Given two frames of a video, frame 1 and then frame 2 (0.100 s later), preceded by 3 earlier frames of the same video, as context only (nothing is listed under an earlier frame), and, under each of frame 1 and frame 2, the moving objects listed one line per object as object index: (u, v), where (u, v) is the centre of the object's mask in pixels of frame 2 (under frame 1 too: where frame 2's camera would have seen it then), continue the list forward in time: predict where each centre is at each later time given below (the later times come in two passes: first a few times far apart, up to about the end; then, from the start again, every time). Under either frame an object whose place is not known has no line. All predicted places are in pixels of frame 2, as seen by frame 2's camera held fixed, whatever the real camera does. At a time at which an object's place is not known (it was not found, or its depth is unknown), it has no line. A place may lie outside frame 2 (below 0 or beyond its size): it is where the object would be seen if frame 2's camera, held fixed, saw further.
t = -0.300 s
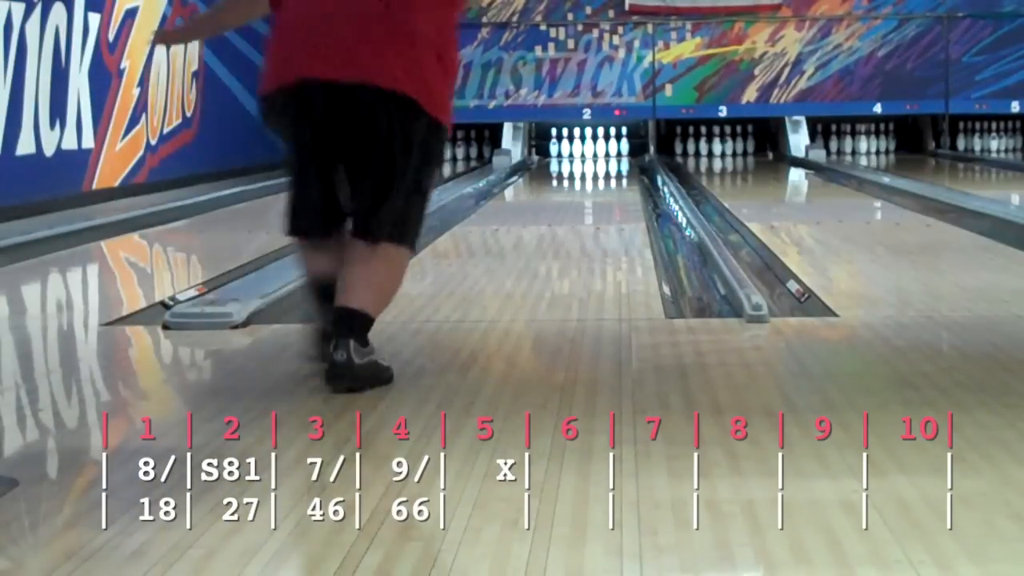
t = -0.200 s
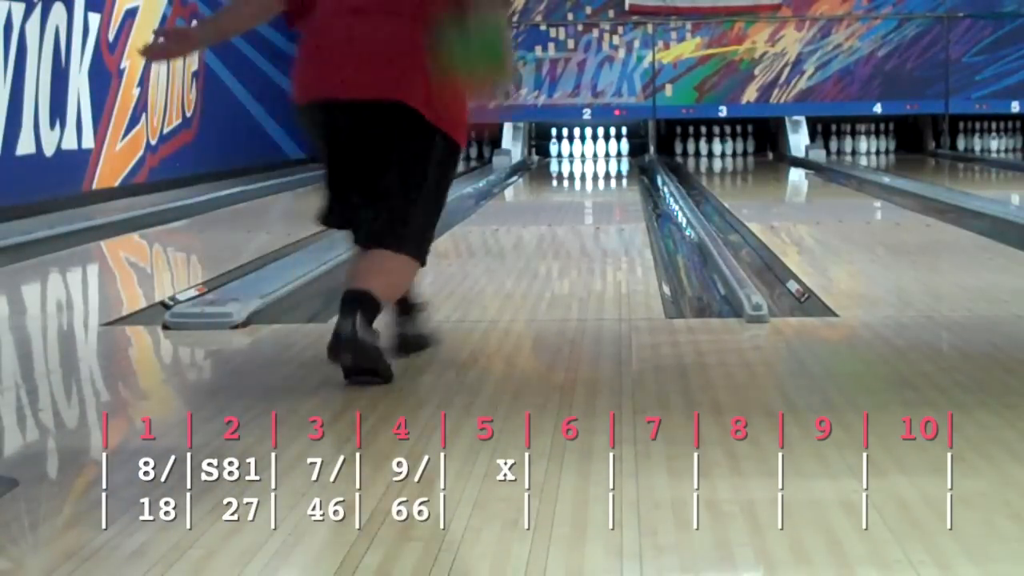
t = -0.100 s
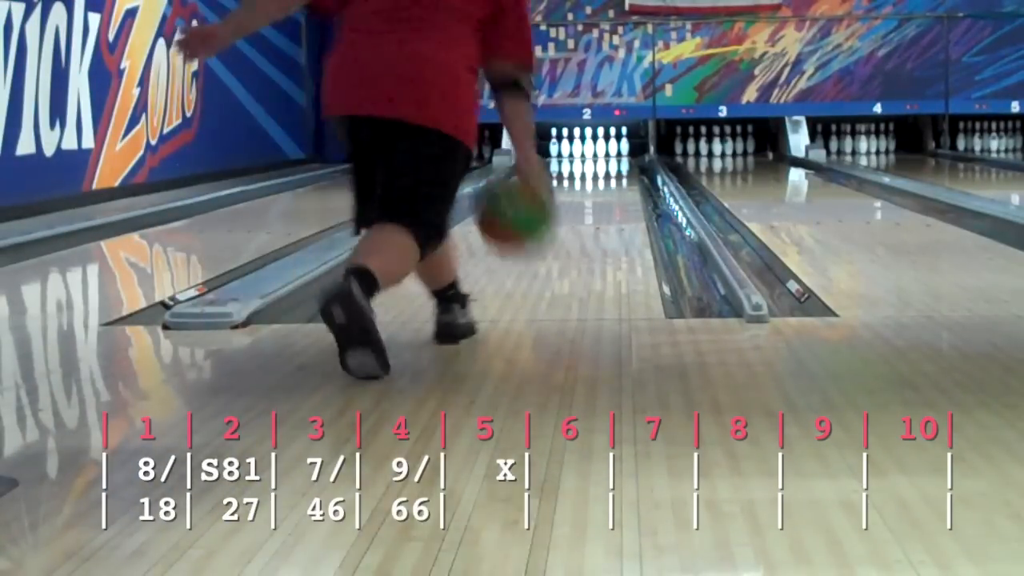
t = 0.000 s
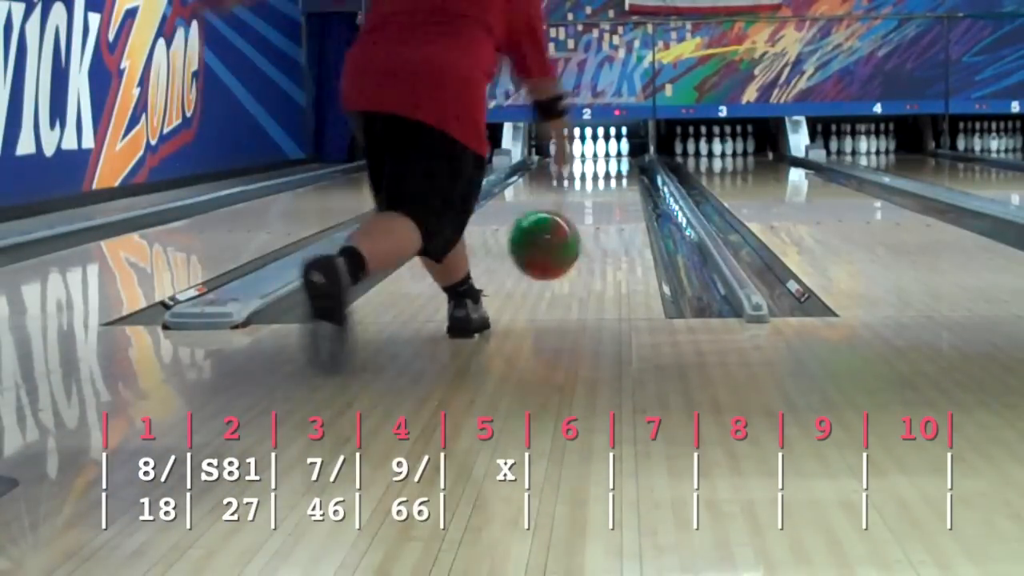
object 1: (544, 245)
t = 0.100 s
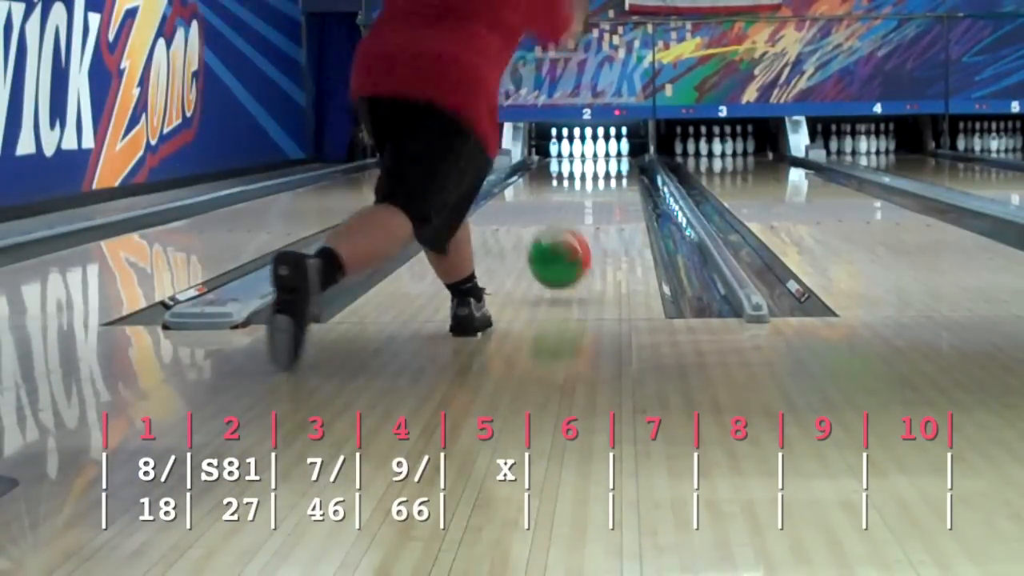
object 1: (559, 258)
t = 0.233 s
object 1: (573, 247)
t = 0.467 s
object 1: (589, 219)
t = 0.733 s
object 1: (601, 200)
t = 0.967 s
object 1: (607, 186)
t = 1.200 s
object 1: (611, 177)
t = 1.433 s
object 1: (614, 170)
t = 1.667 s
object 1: (615, 165)
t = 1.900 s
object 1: (612, 159)
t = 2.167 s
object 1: (606, 155)
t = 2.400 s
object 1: (599, 152)
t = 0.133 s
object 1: (563, 262)
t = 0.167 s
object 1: (567, 256)
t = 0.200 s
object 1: (570, 252)
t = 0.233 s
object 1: (573, 247)
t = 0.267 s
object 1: (575, 243)
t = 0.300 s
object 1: (578, 238)
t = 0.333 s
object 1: (581, 234)
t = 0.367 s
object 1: (583, 230)
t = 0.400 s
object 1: (585, 227)
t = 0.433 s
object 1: (588, 223)
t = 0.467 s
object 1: (589, 219)
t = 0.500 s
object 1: (591, 216)
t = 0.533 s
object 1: (593, 213)
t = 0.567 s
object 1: (595, 210)
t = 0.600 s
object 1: (595, 208)
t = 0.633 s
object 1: (597, 206)
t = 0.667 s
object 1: (598, 204)
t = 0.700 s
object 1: (600, 202)
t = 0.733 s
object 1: (601, 200)
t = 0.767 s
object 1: (602, 198)
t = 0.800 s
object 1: (603, 196)
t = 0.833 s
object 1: (604, 194)
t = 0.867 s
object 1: (605, 192)
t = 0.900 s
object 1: (605, 190)
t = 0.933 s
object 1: (606, 188)
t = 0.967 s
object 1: (607, 186)
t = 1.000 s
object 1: (607, 185)
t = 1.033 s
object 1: (608, 184)
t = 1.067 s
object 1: (609, 182)
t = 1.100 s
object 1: (610, 181)
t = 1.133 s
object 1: (610, 179)
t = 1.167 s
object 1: (611, 178)
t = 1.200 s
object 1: (611, 177)
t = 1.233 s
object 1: (612, 176)
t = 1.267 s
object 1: (612, 174)
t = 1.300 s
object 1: (612, 174)
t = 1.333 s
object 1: (613, 173)
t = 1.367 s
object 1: (613, 172)
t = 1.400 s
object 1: (614, 171)
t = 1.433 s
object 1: (614, 170)
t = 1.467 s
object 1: (614, 170)
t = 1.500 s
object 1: (614, 168)
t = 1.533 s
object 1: (615, 168)
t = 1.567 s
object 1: (614, 167)
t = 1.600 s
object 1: (614, 166)
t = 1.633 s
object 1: (615, 166)
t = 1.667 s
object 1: (615, 165)
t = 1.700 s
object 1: (614, 164)
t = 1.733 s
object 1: (614, 163)
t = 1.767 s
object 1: (614, 163)
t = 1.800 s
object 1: (613, 162)
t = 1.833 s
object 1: (613, 161)
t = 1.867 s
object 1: (612, 160)
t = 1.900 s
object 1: (612, 159)
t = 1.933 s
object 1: (612, 158)
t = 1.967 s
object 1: (611, 158)
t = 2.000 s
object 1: (611, 157)
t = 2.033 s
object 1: (610, 157)
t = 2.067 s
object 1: (609, 157)
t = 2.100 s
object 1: (609, 156)
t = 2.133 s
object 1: (607, 155)
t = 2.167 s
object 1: (606, 155)
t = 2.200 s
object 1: (605, 155)
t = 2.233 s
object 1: (604, 154)
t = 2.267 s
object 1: (603, 154)
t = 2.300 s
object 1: (601, 153)
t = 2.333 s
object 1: (600, 153)
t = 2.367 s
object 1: (600, 153)
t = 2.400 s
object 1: (599, 152)
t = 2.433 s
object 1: (597, 152)
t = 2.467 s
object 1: (596, 152)
